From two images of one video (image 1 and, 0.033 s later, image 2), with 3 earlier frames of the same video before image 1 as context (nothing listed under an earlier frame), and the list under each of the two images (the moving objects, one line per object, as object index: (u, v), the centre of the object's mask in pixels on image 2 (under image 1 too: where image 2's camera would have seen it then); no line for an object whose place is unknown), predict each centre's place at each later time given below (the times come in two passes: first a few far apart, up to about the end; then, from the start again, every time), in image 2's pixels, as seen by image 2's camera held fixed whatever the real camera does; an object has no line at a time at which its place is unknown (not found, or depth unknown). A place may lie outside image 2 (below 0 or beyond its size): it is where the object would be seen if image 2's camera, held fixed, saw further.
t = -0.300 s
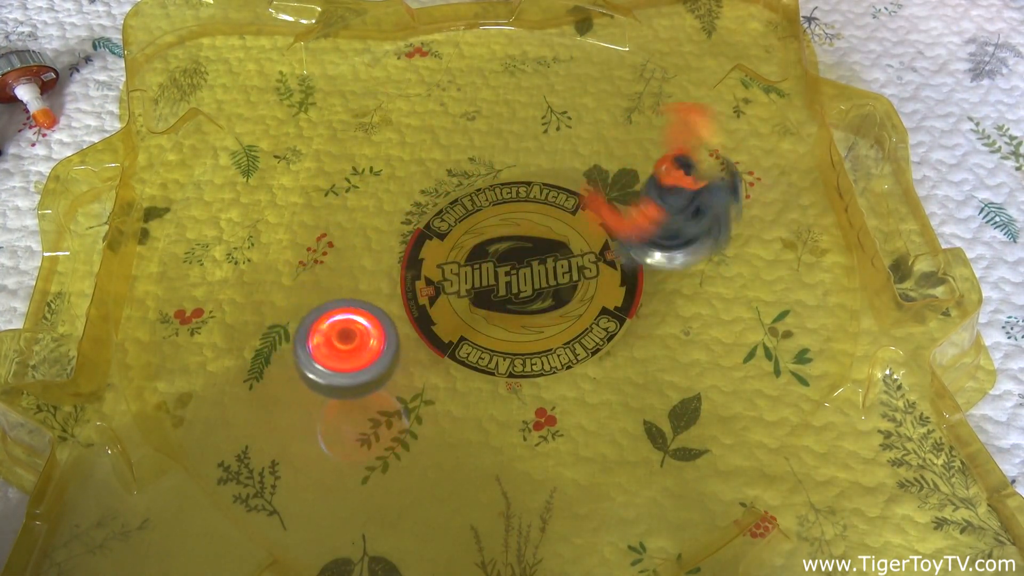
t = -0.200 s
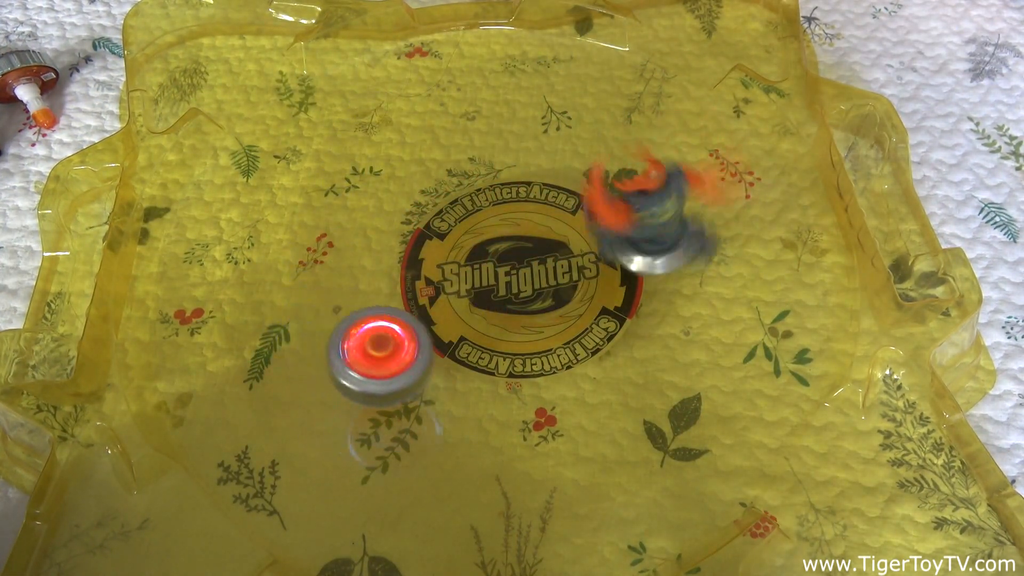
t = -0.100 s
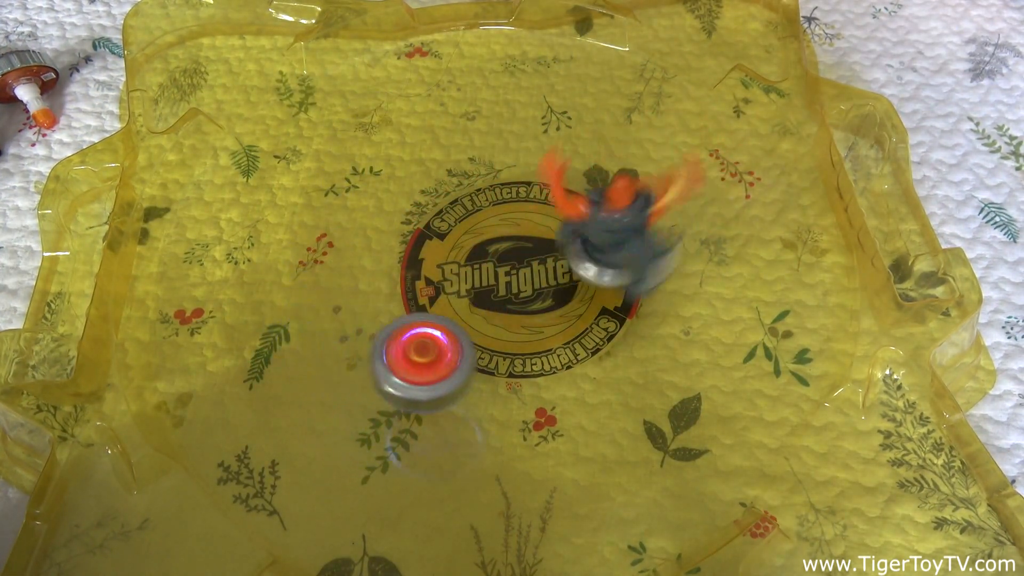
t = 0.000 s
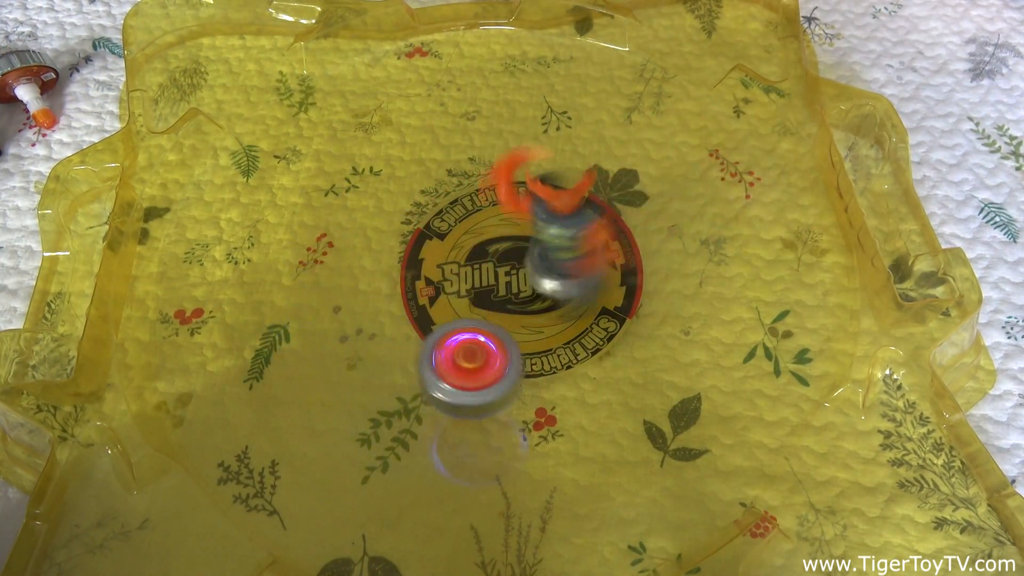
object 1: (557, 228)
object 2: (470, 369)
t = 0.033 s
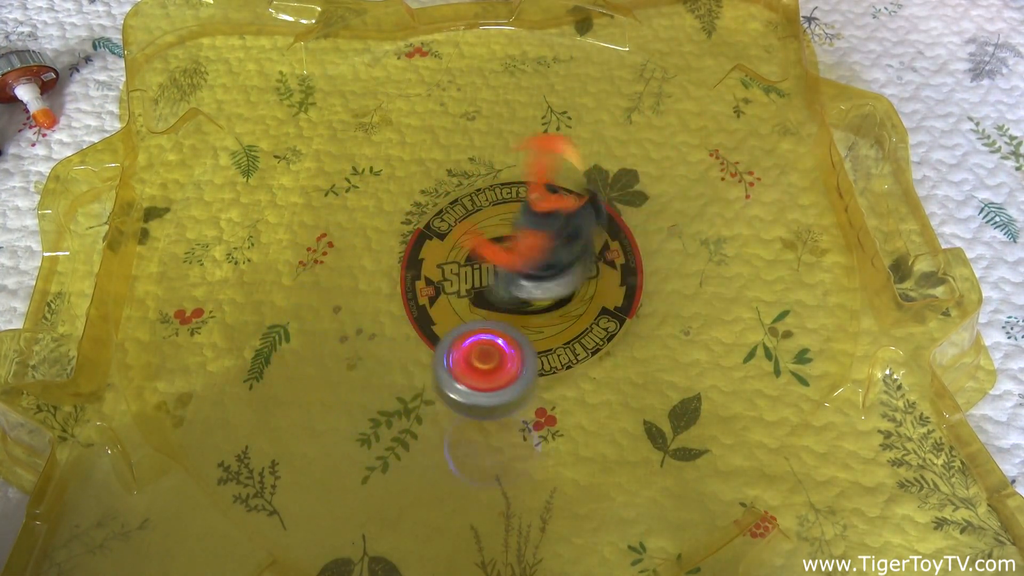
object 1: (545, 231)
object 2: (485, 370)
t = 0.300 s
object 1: (418, 227)
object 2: (589, 366)
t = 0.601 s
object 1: (358, 178)
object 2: (666, 313)
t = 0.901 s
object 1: (421, 173)
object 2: (696, 262)
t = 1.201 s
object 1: (476, 238)
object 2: (596, 223)
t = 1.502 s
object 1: (409, 319)
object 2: (617, 110)
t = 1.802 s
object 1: (397, 299)
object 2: (563, 112)
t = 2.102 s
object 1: (497, 258)
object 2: (447, 120)
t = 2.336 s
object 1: (580, 282)
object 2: (378, 119)
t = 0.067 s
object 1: (533, 239)
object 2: (499, 370)
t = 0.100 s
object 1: (514, 242)
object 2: (514, 372)
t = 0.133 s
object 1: (499, 241)
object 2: (529, 374)
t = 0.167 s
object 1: (478, 236)
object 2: (541, 374)
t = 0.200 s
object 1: (465, 231)
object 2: (554, 374)
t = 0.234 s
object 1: (453, 233)
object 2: (565, 372)
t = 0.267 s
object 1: (438, 232)
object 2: (577, 369)
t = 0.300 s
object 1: (418, 227)
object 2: (589, 366)
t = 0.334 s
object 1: (405, 208)
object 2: (599, 362)
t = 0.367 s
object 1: (407, 208)
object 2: (609, 357)
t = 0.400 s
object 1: (396, 208)
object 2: (618, 352)
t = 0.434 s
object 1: (385, 207)
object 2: (626, 346)
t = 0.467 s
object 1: (370, 195)
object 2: (634, 339)
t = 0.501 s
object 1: (378, 183)
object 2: (641, 332)
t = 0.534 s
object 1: (373, 187)
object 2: (649, 325)
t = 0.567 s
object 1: (369, 191)
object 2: (658, 319)
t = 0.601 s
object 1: (358, 178)
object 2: (666, 313)
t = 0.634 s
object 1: (377, 165)
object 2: (674, 306)
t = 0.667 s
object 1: (375, 172)
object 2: (682, 300)
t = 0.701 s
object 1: (385, 179)
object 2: (689, 293)
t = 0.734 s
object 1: (368, 163)
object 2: (695, 287)
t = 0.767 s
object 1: (397, 163)
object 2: (699, 282)
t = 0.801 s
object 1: (403, 176)
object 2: (701, 276)
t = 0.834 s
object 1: (406, 188)
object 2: (701, 271)
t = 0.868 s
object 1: (396, 174)
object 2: (699, 266)
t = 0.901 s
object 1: (421, 173)
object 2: (696, 262)
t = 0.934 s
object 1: (435, 185)
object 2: (690, 258)
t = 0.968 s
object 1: (440, 197)
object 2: (684, 255)
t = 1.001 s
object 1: (430, 199)
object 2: (674, 252)
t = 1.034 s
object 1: (446, 194)
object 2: (664, 249)
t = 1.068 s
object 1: (466, 203)
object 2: (652, 246)
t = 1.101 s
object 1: (465, 222)
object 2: (638, 243)
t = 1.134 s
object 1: (468, 238)
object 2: (624, 238)
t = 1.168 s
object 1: (462, 235)
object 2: (610, 231)
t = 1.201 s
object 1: (476, 238)
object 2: (596, 223)
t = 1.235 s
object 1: (479, 260)
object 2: (594, 208)
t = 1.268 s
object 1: (467, 286)
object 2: (600, 190)
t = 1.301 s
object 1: (455, 289)
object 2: (605, 172)
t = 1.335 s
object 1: (436, 291)
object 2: (610, 160)
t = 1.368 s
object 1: (443, 305)
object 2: (614, 146)
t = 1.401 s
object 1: (449, 305)
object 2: (616, 133)
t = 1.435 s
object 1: (434, 326)
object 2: (618, 123)
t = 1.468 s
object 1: (424, 325)
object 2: (618, 116)
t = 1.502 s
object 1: (409, 319)
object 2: (617, 110)
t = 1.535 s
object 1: (409, 312)
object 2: (614, 106)
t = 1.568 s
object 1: (407, 323)
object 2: (612, 104)
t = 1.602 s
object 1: (399, 317)
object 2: (607, 103)
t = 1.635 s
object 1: (389, 318)
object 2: (603, 103)
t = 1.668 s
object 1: (380, 300)
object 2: (596, 104)
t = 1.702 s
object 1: (387, 287)
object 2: (589, 105)
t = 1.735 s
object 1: (401, 293)
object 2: (582, 107)
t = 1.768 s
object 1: (404, 291)
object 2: (573, 109)
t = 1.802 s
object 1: (397, 299)
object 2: (563, 112)
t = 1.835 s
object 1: (395, 287)
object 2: (553, 115)
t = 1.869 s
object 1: (395, 259)
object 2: (542, 118)
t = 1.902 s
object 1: (423, 252)
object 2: (529, 120)
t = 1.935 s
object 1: (438, 261)
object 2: (517, 121)
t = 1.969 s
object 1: (440, 257)
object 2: (504, 122)
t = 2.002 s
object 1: (449, 263)
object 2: (490, 123)
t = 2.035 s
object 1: (458, 256)
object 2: (476, 122)
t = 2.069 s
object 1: (467, 235)
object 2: (462, 120)
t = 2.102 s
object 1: (497, 258)
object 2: (447, 120)
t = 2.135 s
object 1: (519, 261)
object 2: (433, 118)
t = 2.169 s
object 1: (522, 271)
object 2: (421, 117)
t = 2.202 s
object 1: (535, 264)
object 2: (410, 117)
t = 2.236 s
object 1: (529, 257)
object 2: (400, 116)
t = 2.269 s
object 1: (552, 273)
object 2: (392, 117)
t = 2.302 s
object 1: (576, 260)
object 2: (384, 118)
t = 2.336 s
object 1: (580, 282)
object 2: (378, 119)
